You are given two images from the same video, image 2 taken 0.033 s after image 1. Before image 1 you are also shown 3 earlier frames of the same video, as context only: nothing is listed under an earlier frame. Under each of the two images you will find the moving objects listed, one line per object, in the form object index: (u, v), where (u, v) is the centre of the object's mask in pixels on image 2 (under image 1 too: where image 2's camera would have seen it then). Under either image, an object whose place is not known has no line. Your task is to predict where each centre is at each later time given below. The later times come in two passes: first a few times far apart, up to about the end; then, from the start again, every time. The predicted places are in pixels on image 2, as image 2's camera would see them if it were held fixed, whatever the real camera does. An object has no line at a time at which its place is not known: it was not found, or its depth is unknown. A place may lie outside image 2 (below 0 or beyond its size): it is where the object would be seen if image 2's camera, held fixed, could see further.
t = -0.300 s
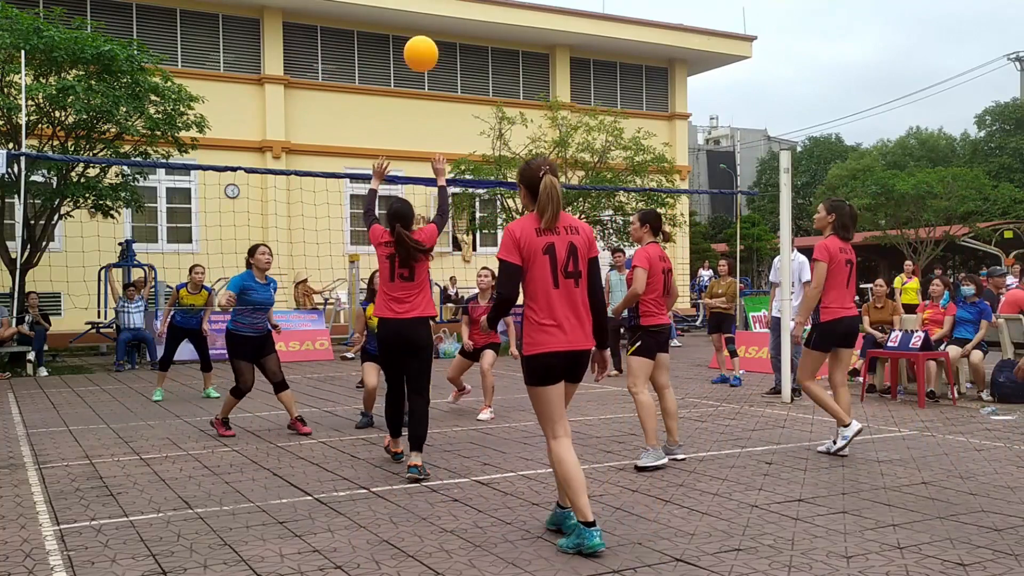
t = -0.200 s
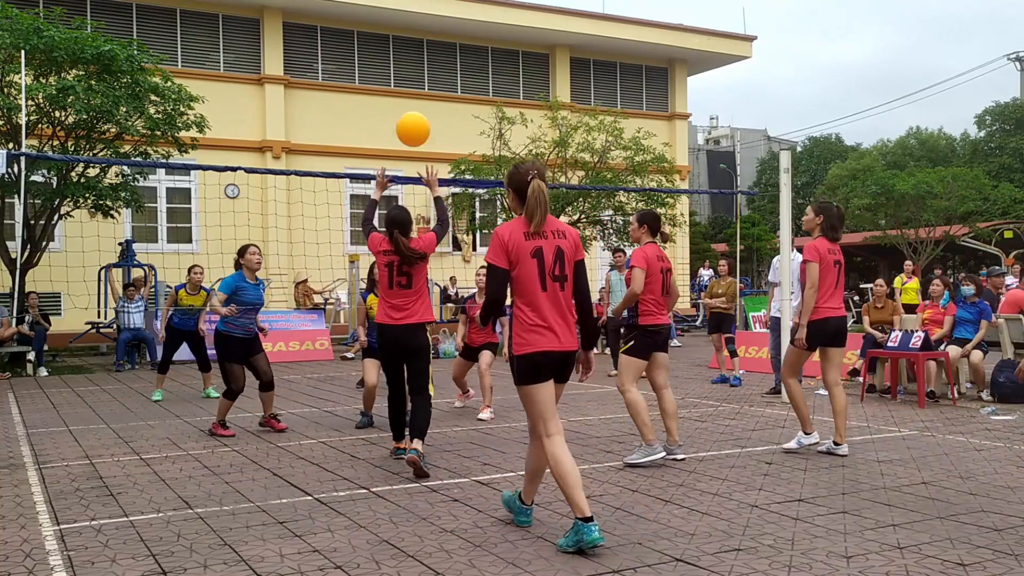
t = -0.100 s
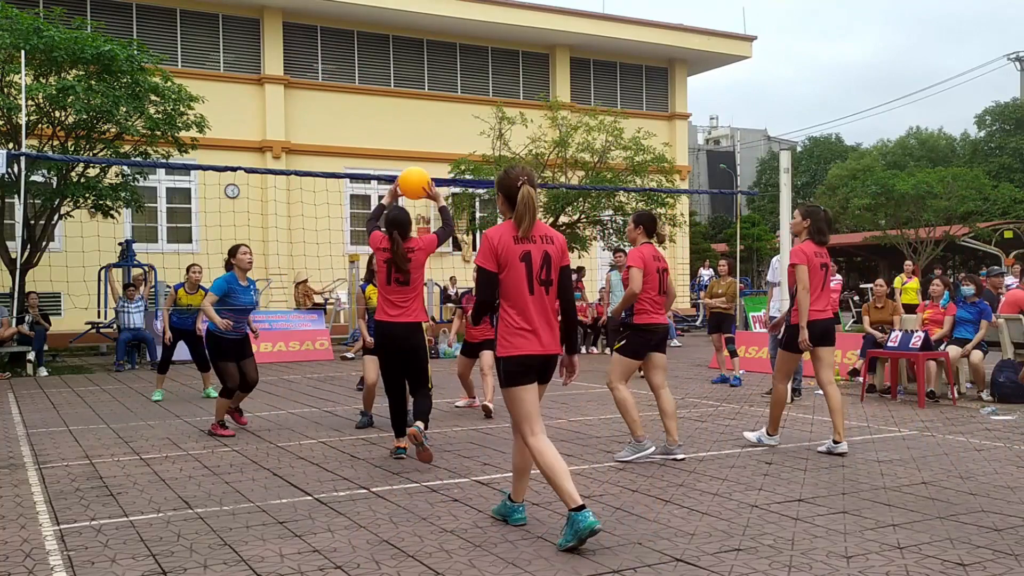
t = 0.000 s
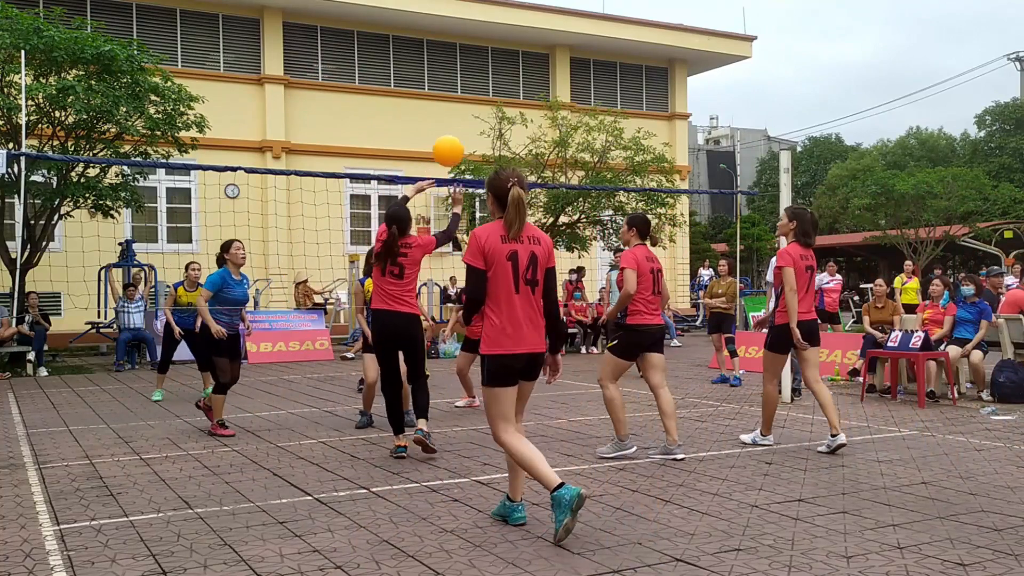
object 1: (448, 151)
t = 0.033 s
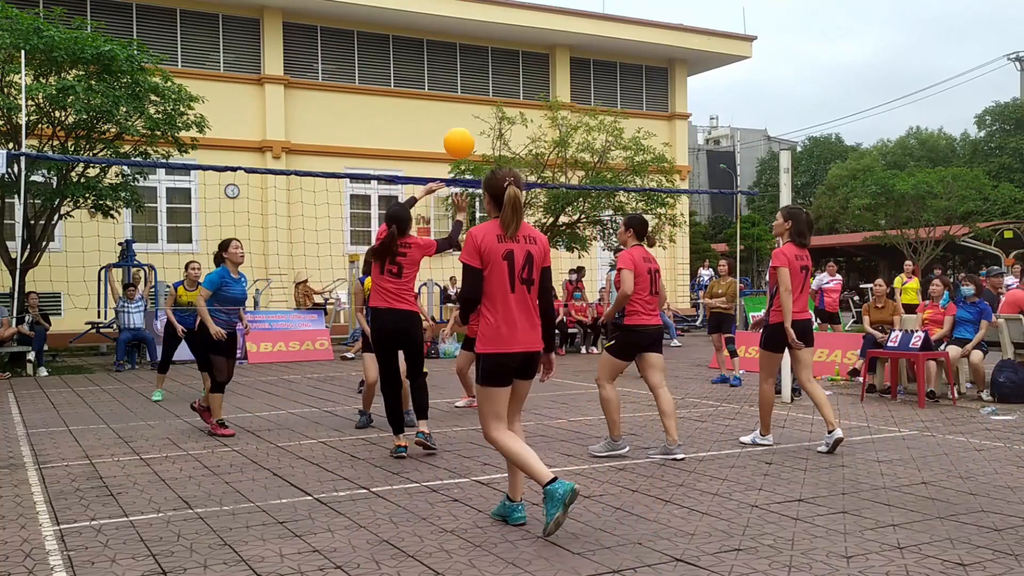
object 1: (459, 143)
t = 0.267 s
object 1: (524, 132)
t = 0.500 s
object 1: (577, 177)
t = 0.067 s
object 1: (469, 137)
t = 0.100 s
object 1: (479, 132)
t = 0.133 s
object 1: (489, 129)
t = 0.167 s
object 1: (498, 127)
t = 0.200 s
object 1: (507, 128)
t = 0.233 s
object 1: (516, 129)
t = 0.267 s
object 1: (524, 132)
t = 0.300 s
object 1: (533, 136)
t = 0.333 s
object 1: (541, 141)
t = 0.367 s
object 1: (549, 147)
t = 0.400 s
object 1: (556, 154)
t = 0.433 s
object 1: (563, 162)
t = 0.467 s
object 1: (571, 171)
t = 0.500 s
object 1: (577, 177)
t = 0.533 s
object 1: (584, 193)
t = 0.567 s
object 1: (591, 203)
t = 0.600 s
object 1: (598, 215)
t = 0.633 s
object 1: (604, 230)
